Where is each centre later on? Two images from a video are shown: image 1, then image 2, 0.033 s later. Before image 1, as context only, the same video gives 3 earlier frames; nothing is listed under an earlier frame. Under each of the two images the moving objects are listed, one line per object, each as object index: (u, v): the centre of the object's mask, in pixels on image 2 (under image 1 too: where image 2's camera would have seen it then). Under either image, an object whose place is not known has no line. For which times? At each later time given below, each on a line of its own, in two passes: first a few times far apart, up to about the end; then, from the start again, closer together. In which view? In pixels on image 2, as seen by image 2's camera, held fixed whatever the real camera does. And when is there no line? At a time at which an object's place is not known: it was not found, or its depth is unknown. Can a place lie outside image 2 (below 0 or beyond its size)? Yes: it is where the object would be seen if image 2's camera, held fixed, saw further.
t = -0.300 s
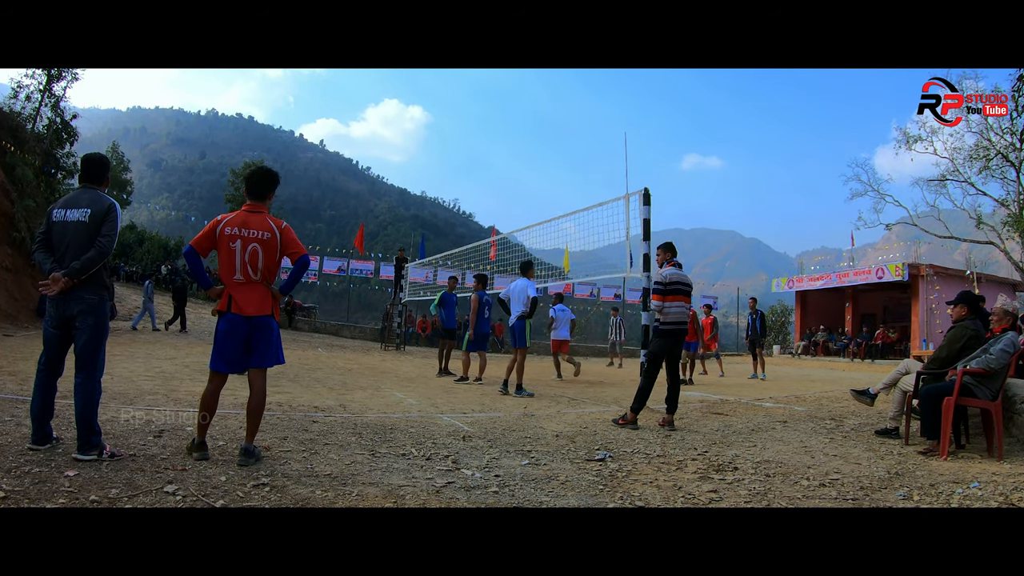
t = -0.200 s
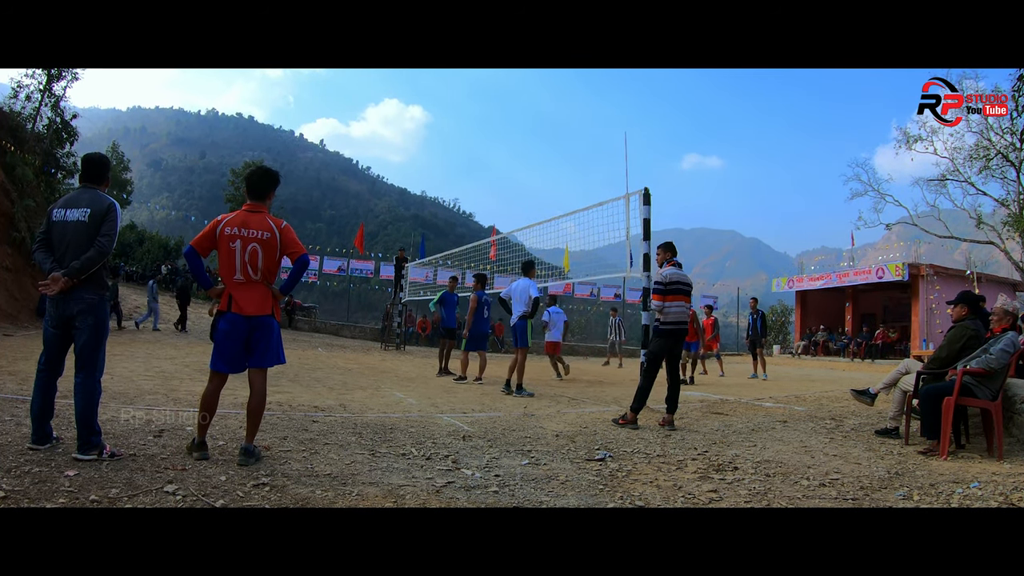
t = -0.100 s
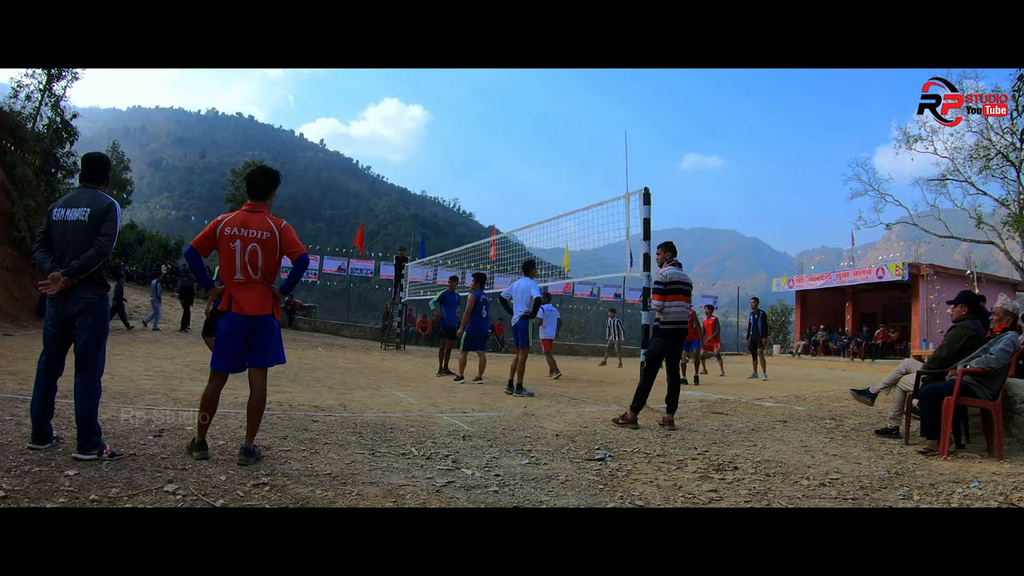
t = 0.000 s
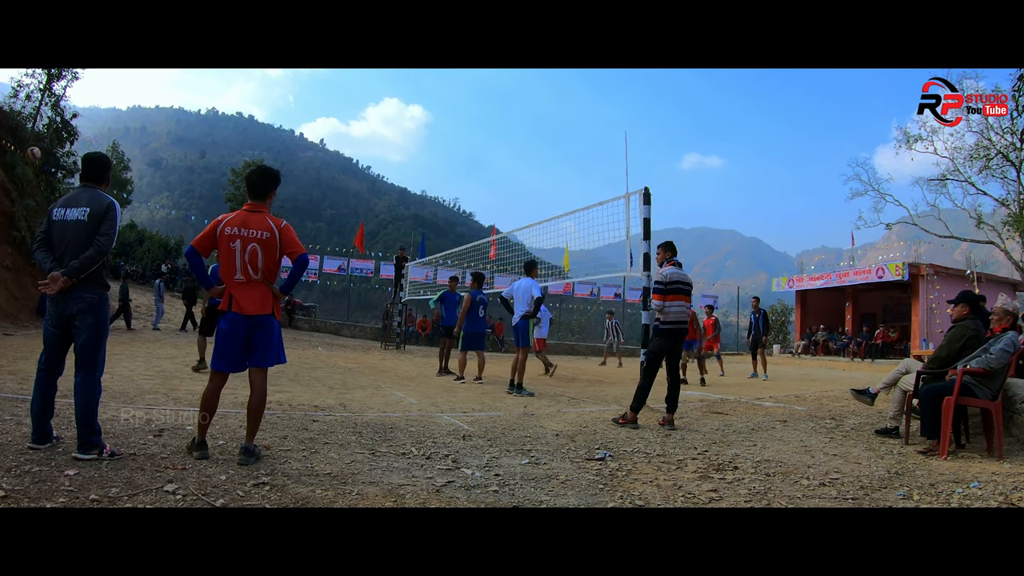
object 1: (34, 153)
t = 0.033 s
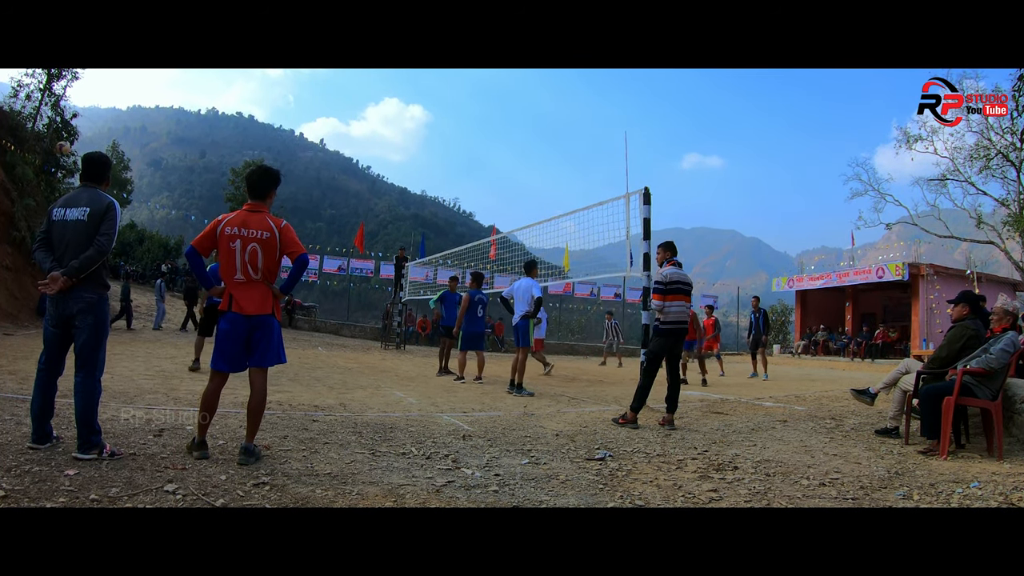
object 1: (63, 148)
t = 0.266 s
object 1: (277, 142)
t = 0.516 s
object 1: (487, 185)
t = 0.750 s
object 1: (635, 250)
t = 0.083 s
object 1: (107, 142)
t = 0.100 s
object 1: (122, 142)
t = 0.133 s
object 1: (153, 139)
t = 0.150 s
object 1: (168, 139)
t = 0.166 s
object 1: (184, 138)
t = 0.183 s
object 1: (200, 138)
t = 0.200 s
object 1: (215, 138)
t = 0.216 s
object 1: (230, 139)
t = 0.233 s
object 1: (246, 139)
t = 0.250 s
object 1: (261, 141)
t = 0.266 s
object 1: (277, 142)
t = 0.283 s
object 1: (292, 143)
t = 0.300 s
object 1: (307, 146)
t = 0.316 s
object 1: (322, 147)
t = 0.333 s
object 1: (337, 149)
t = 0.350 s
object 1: (351, 152)
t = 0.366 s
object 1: (366, 155)
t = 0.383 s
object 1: (380, 157)
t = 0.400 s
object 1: (394, 160)
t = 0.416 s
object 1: (408, 163)
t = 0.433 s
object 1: (422, 167)
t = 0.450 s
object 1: (435, 170)
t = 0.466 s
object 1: (449, 173)
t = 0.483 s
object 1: (461, 177)
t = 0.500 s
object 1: (474, 181)
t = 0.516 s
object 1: (487, 185)
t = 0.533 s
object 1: (499, 189)
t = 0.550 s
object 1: (511, 193)
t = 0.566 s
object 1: (523, 197)
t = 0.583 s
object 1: (534, 202)
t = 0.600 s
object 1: (546, 206)
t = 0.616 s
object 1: (556, 210)
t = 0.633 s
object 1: (567, 216)
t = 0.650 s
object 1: (577, 220)
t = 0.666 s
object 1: (588, 225)
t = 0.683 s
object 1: (597, 230)
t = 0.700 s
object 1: (607, 235)
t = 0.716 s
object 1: (616, 240)
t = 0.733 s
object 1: (623, 245)
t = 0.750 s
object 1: (635, 250)
